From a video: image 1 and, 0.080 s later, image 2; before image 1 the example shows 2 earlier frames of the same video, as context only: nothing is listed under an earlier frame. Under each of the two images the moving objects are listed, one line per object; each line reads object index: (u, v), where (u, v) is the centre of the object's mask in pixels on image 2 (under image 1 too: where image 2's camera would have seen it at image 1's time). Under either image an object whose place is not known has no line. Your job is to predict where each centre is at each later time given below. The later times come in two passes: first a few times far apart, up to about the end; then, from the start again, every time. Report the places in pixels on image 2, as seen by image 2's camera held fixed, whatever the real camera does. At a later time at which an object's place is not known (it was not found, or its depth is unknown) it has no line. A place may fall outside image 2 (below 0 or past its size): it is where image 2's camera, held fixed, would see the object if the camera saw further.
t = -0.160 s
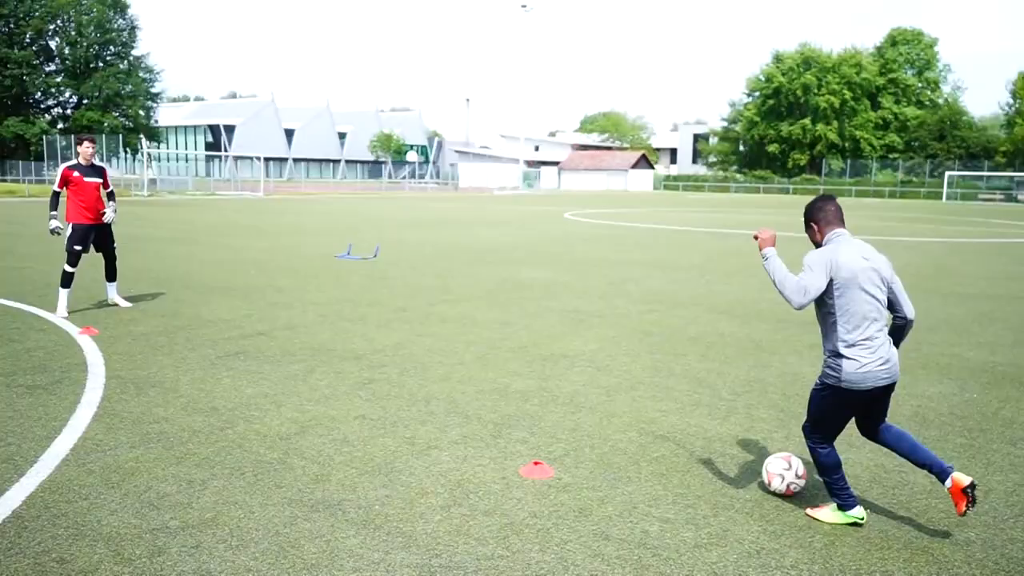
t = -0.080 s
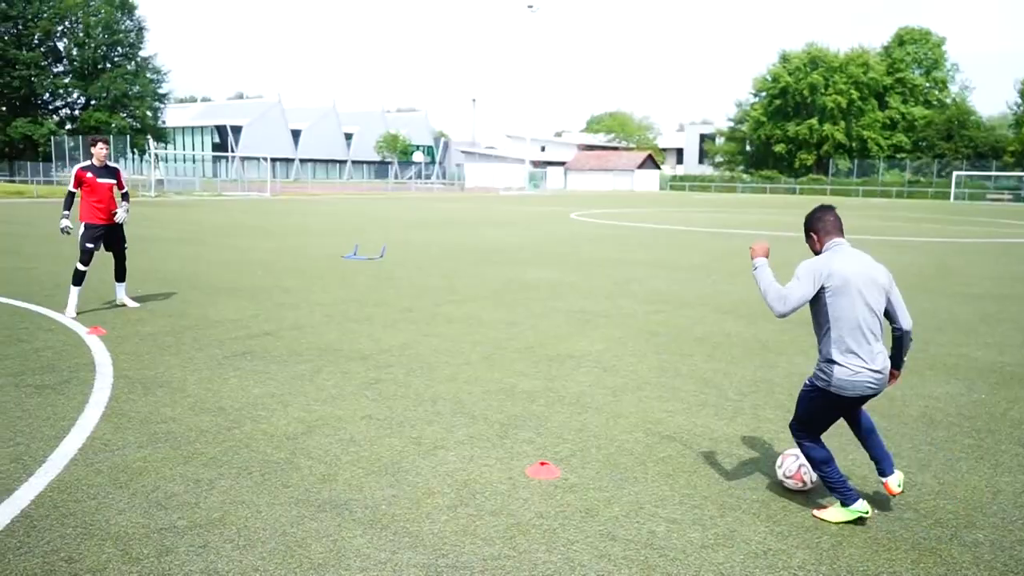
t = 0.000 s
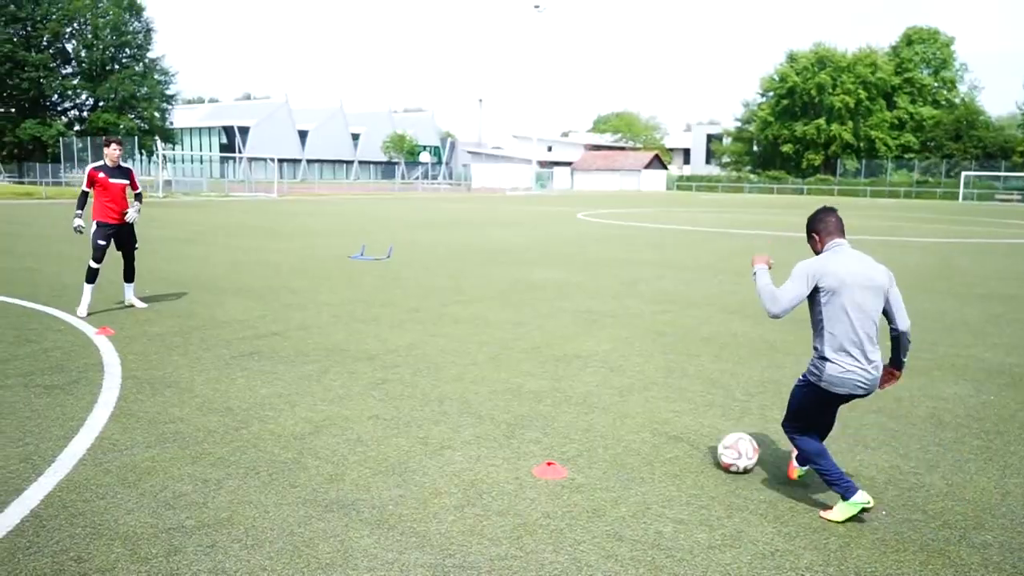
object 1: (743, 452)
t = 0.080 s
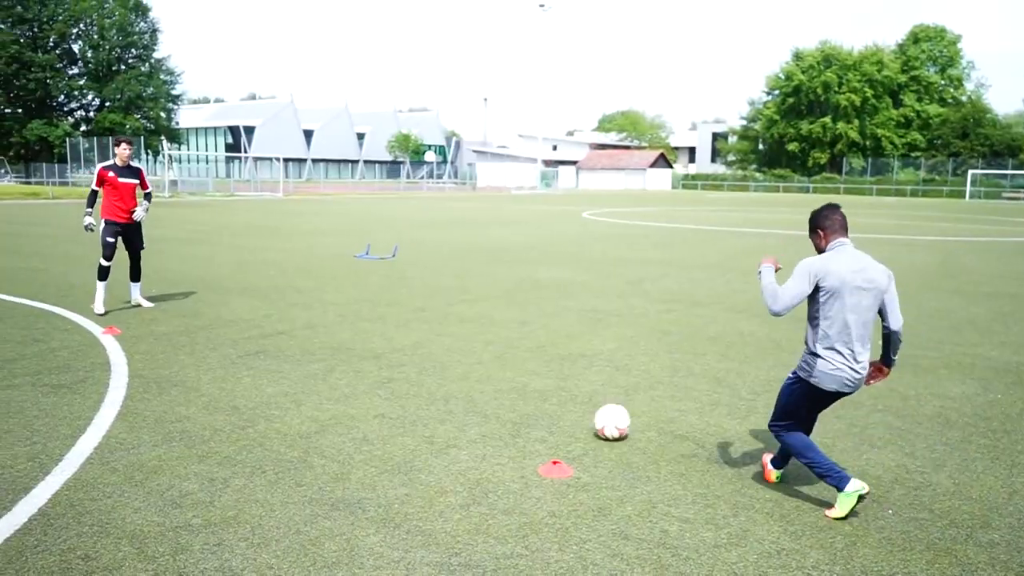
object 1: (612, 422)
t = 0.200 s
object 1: (464, 391)
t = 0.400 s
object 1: (299, 353)
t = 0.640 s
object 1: (176, 325)
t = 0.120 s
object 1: (557, 410)
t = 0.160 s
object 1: (508, 400)
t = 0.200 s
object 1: (464, 391)
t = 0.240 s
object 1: (424, 381)
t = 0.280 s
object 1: (388, 373)
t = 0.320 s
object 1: (355, 367)
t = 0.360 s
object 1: (326, 360)
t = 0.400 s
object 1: (299, 353)
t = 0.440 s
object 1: (273, 348)
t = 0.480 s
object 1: (251, 343)
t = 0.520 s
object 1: (229, 338)
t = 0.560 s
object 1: (209, 334)
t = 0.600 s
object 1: (192, 329)
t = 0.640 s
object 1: (176, 325)
